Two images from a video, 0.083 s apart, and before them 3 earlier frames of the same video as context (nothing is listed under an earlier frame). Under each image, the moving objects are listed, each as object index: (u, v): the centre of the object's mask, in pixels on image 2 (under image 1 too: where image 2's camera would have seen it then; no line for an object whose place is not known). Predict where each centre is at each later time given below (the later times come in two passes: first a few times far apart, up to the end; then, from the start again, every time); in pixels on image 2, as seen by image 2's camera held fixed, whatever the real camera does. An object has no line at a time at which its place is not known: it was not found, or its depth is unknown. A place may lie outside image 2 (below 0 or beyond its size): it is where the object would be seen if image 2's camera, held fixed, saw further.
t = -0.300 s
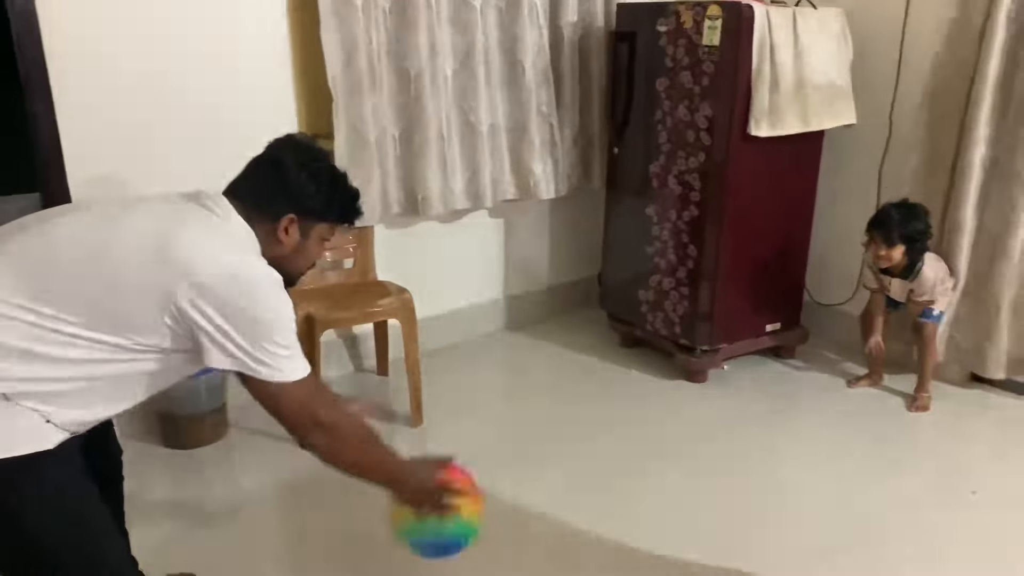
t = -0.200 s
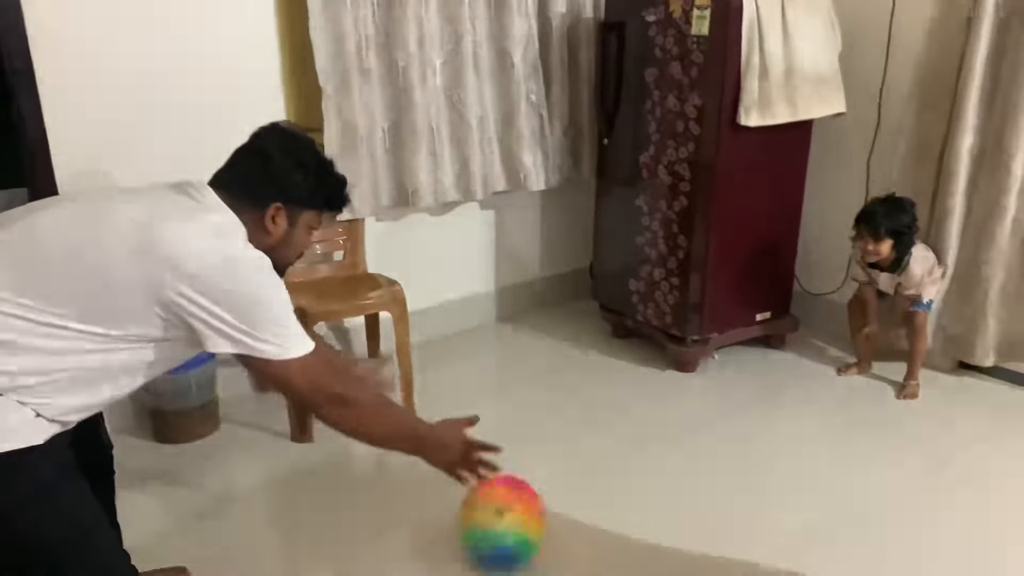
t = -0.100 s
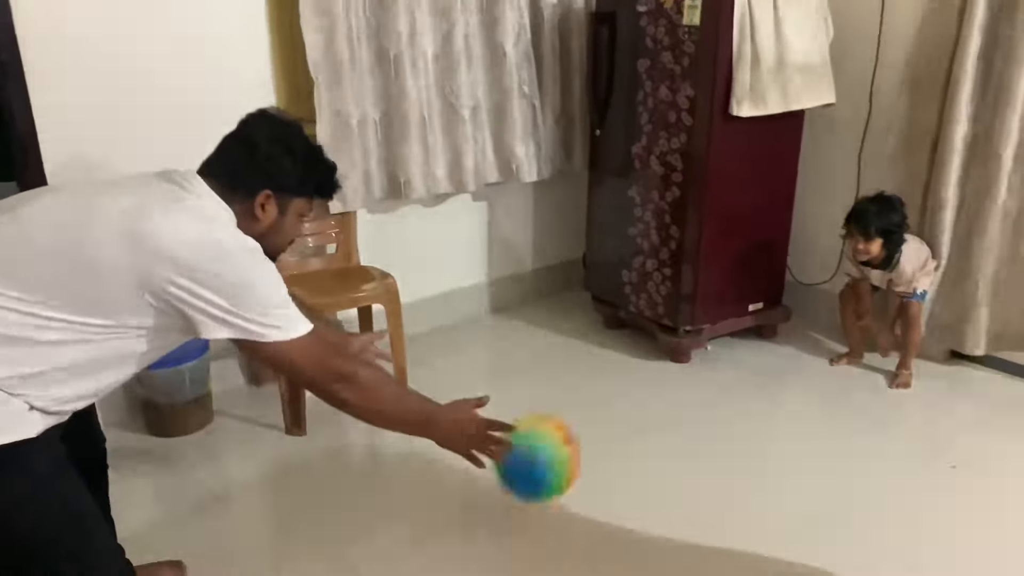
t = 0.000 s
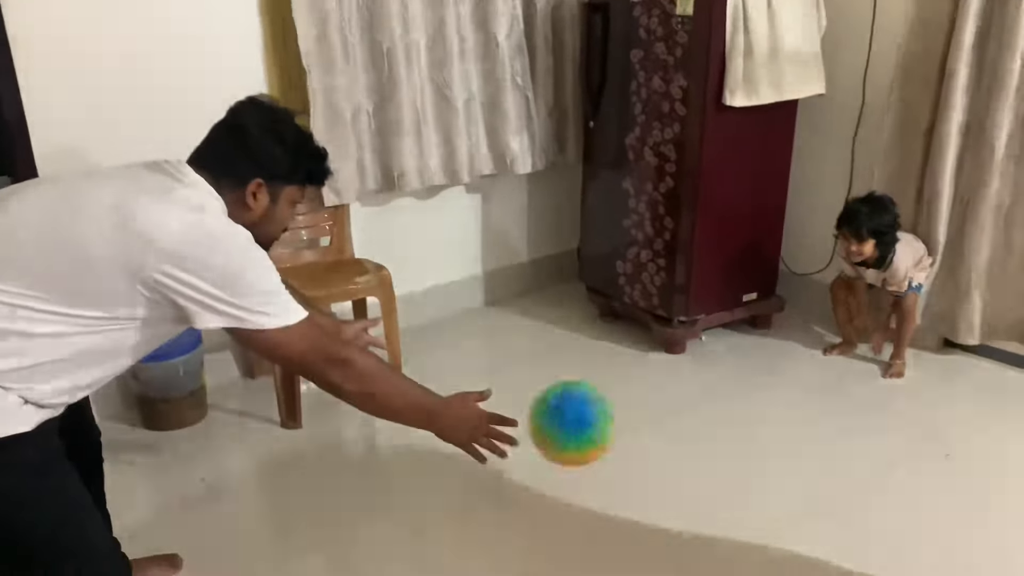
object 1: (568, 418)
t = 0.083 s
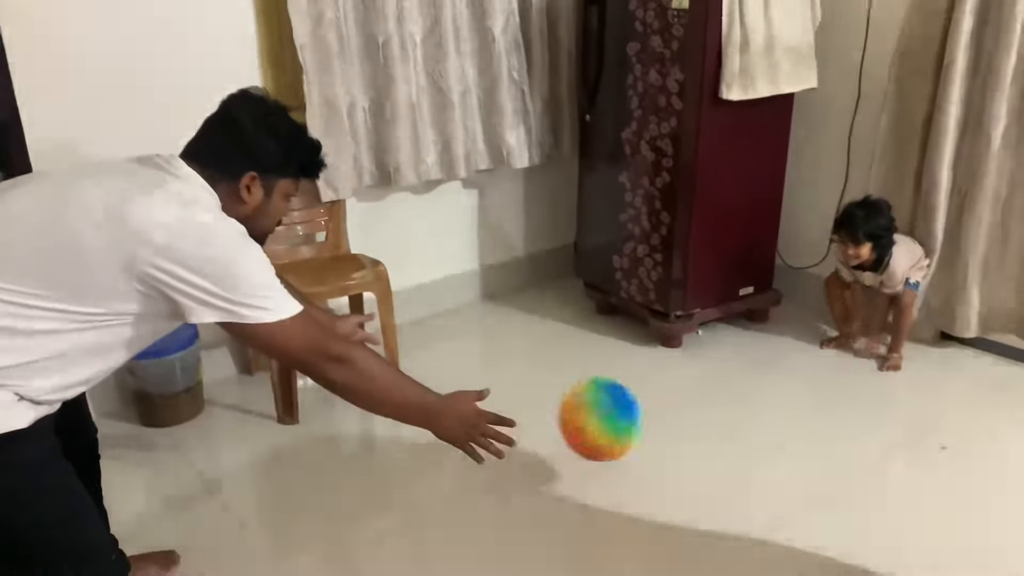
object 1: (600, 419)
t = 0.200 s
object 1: (641, 439)
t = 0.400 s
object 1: (700, 382)
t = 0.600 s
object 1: (749, 386)
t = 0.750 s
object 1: (790, 361)
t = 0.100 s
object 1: (607, 423)
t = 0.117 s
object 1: (613, 427)
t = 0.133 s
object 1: (619, 431)
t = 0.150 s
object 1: (625, 436)
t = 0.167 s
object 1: (630, 443)
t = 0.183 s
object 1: (636, 447)
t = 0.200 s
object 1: (641, 439)
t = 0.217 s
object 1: (648, 429)
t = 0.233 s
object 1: (653, 419)
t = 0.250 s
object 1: (659, 413)
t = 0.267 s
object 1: (664, 406)
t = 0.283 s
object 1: (669, 400)
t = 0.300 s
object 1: (673, 396)
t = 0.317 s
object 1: (678, 392)
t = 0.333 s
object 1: (683, 388)
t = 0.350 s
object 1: (688, 385)
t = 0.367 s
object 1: (692, 383)
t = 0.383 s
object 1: (696, 383)
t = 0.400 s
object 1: (700, 382)
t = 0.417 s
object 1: (704, 383)
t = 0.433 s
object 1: (708, 383)
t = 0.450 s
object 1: (711, 385)
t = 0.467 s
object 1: (715, 388)
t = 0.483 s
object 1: (719, 390)
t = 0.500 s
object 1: (721, 394)
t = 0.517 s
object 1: (725, 398)
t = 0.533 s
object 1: (728, 403)
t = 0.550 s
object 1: (732, 405)
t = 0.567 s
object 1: (738, 399)
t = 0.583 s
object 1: (742, 394)
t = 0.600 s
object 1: (749, 386)
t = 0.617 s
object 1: (753, 381)
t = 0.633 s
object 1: (758, 375)
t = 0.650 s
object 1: (763, 371)
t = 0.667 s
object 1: (769, 367)
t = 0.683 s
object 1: (773, 364)
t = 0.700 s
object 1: (777, 363)
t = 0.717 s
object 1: (782, 362)
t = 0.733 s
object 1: (787, 361)
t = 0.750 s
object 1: (790, 361)
